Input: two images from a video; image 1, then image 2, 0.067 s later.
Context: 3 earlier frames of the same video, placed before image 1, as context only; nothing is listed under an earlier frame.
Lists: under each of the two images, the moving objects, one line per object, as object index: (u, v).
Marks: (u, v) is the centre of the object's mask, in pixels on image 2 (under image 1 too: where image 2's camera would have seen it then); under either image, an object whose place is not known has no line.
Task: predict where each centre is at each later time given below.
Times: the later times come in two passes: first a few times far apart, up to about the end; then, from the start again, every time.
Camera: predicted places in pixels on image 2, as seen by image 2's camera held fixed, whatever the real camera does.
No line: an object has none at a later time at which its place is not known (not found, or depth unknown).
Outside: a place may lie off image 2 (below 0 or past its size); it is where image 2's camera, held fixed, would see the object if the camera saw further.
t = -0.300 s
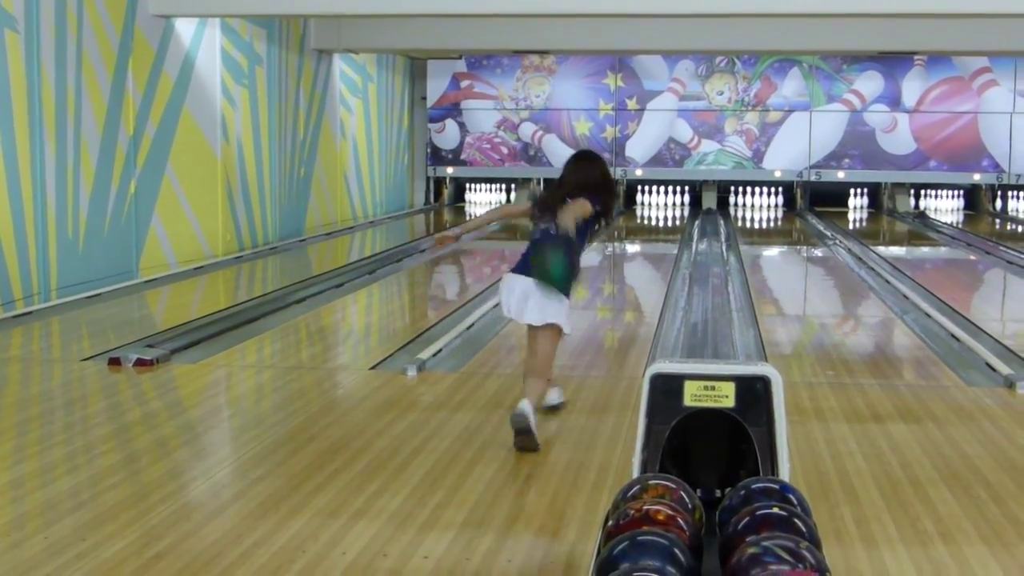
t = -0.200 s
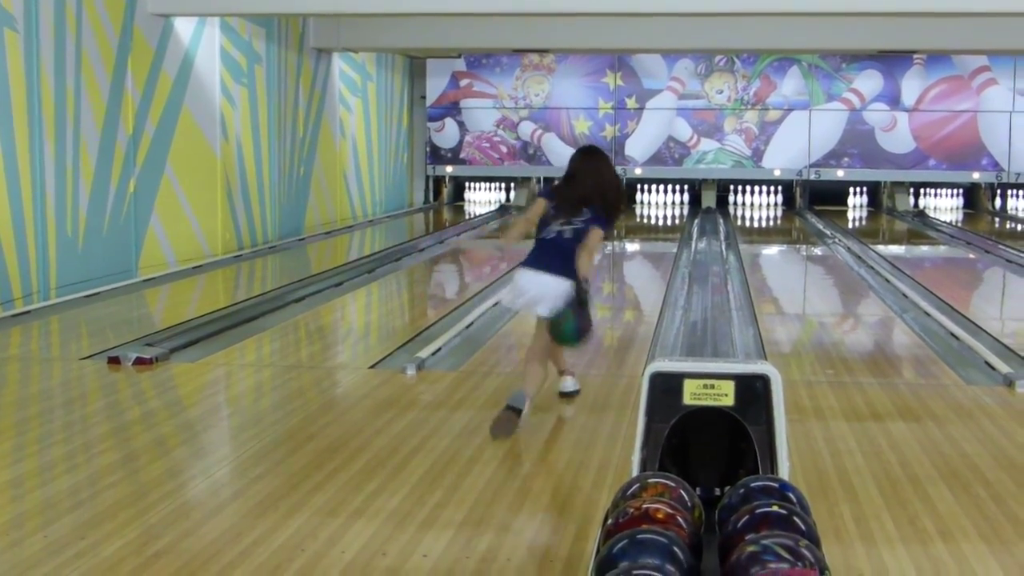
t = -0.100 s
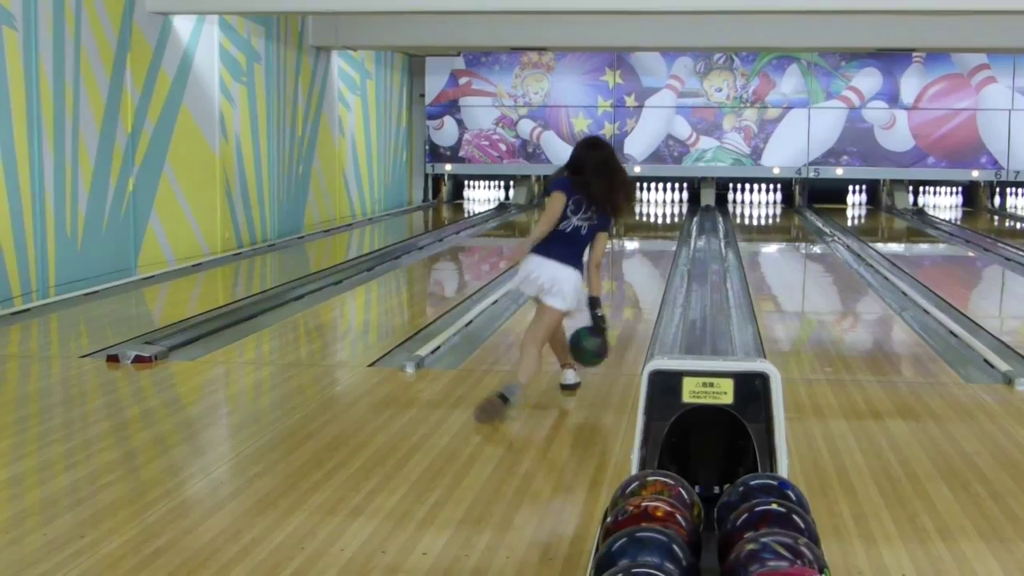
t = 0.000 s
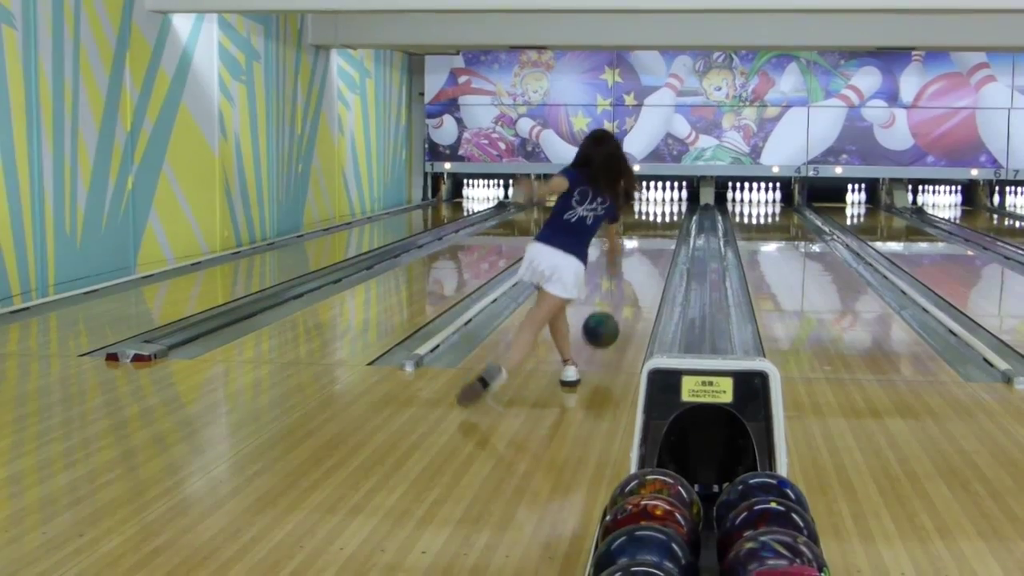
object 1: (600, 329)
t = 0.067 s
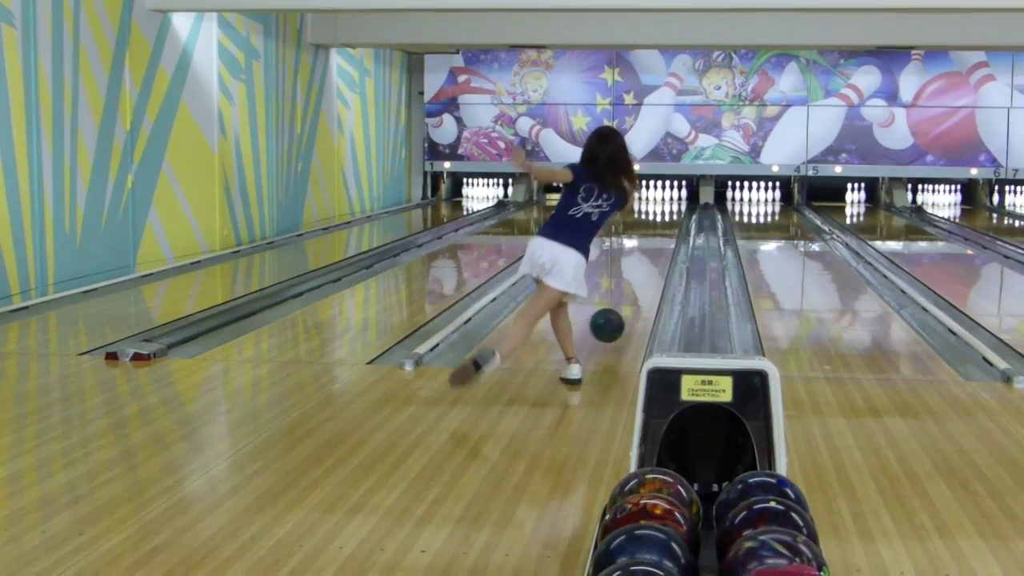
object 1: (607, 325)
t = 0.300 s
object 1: (625, 298)
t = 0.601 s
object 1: (640, 267)
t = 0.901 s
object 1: (650, 245)
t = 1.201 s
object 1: (656, 231)
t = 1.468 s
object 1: (659, 220)
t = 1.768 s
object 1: (662, 210)
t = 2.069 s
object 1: (663, 203)
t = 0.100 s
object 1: (610, 326)
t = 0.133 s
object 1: (613, 320)
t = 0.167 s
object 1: (615, 314)
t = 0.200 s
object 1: (618, 310)
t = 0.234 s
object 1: (621, 306)
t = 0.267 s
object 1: (623, 302)
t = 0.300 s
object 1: (625, 298)
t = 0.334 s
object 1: (627, 293)
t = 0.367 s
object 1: (629, 289)
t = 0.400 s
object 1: (631, 286)
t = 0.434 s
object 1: (633, 282)
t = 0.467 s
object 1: (635, 279)
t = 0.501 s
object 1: (636, 275)
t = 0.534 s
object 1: (637, 272)
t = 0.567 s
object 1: (639, 269)
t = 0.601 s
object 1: (640, 267)
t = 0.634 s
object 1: (644, 264)
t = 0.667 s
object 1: (643, 261)
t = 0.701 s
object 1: (644, 259)
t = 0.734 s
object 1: (645, 256)
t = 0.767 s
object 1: (646, 254)
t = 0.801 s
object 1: (647, 252)
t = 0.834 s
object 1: (648, 250)
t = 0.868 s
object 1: (649, 247)
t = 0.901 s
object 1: (650, 245)
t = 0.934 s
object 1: (650, 243)
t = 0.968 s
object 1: (651, 241)
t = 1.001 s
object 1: (652, 240)
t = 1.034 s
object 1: (652, 239)
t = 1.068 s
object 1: (653, 237)
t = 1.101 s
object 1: (654, 235)
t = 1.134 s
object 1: (655, 233)
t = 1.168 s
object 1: (655, 232)
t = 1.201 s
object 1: (656, 231)
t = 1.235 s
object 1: (656, 229)
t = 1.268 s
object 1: (657, 228)
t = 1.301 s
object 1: (657, 226)
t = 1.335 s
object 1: (658, 224)
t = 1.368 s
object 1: (658, 223)
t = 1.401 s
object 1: (659, 223)
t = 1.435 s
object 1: (659, 221)
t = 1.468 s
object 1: (659, 220)
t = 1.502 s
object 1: (660, 219)
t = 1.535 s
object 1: (660, 217)
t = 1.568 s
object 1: (660, 216)
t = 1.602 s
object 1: (661, 215)
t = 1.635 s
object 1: (661, 214)
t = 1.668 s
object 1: (661, 213)
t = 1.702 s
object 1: (661, 213)
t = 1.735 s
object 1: (662, 211)
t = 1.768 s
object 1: (662, 210)
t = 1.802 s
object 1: (662, 209)
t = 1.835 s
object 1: (662, 208)
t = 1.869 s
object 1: (663, 207)
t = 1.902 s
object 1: (663, 206)
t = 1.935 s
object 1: (663, 206)
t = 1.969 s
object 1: (663, 205)
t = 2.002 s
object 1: (662, 204)
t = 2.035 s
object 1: (662, 203)
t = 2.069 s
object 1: (663, 203)
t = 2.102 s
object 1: (662, 202)
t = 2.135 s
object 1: (662, 201)
